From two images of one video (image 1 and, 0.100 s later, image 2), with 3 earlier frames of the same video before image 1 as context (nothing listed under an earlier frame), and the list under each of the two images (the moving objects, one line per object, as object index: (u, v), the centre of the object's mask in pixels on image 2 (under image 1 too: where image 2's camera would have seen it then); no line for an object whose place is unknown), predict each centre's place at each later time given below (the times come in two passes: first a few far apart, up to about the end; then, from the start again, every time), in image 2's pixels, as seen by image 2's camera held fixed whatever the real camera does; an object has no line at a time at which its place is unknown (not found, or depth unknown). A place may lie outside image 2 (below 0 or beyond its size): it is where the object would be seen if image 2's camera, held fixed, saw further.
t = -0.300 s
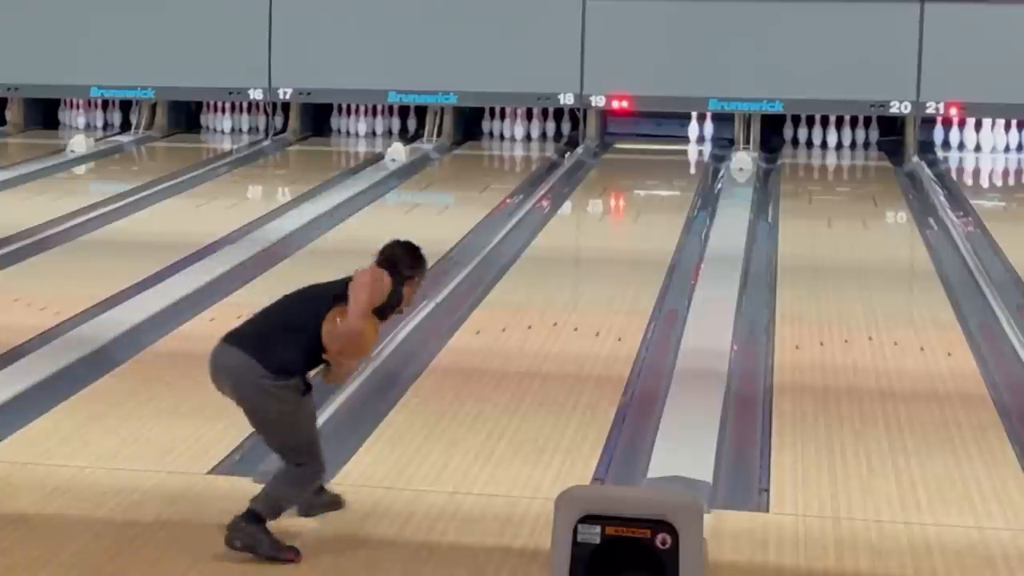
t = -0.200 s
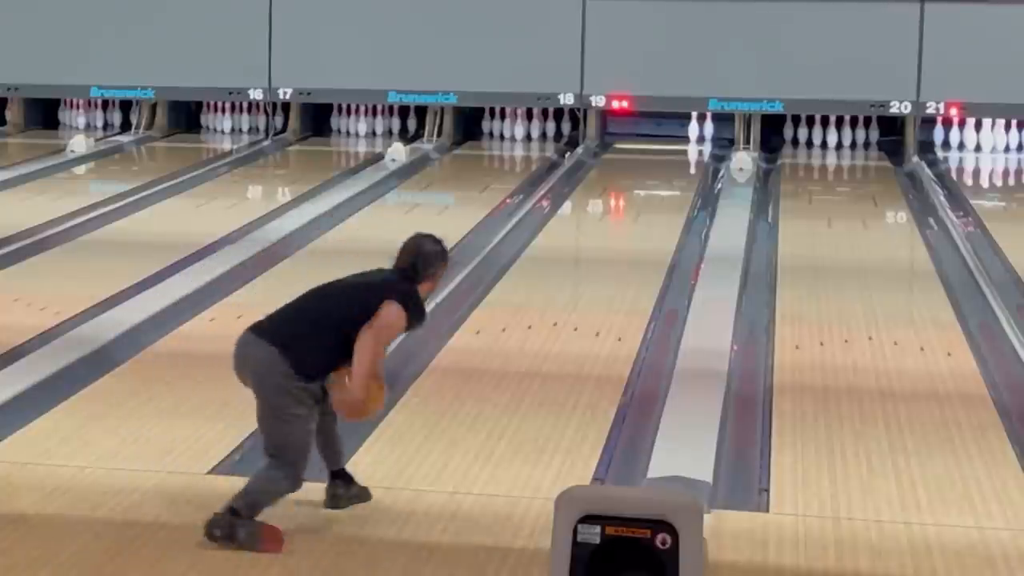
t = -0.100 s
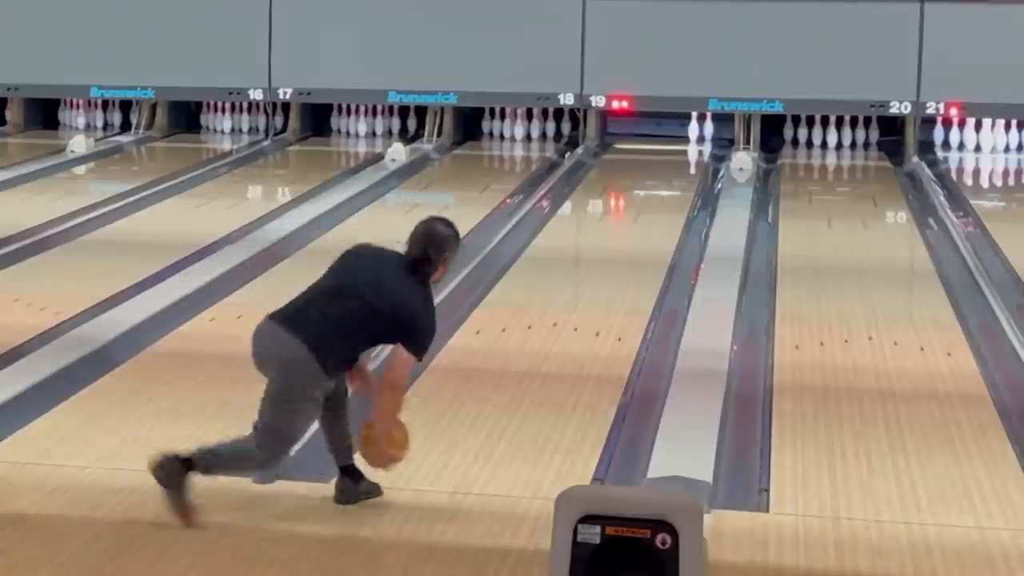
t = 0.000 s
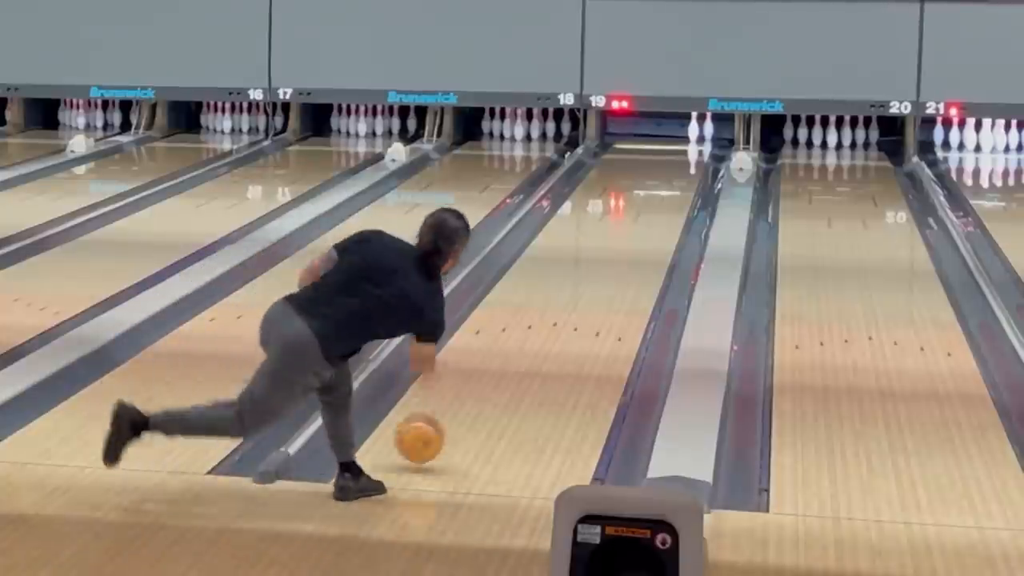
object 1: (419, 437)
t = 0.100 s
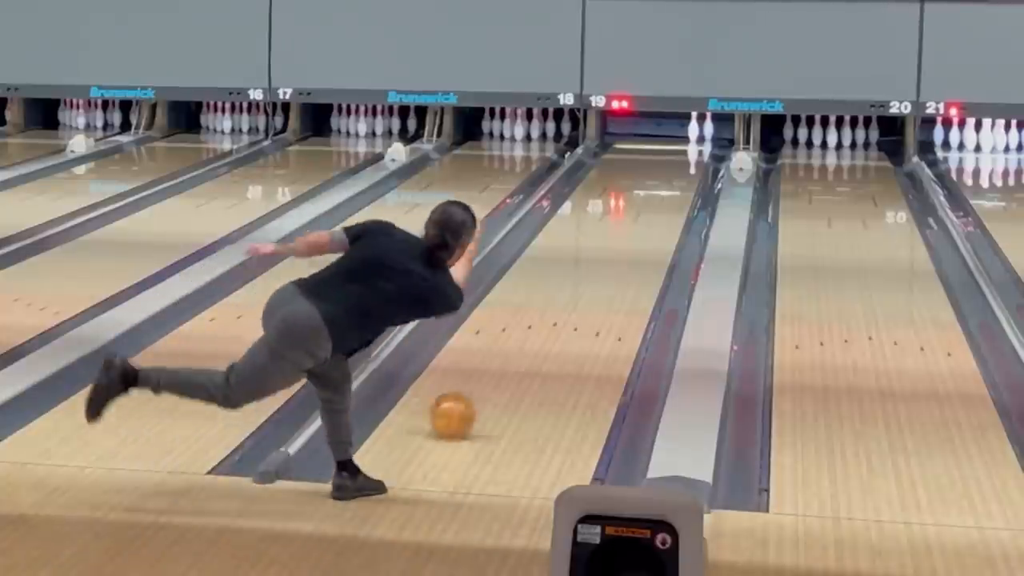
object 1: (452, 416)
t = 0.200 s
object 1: (482, 387)
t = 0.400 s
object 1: (531, 340)
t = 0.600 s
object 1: (571, 301)
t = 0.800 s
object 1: (603, 270)
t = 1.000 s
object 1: (629, 244)
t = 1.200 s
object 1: (650, 222)
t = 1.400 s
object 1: (669, 203)
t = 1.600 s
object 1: (682, 186)
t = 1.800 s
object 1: (692, 170)
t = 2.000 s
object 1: (697, 158)
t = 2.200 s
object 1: (698, 148)
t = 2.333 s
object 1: (697, 140)
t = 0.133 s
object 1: (463, 407)
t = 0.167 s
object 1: (473, 397)
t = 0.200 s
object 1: (482, 387)
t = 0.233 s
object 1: (491, 379)
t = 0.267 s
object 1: (500, 371)
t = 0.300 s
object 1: (508, 363)
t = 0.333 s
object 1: (515, 355)
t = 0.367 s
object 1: (523, 347)
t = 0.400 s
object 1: (531, 340)
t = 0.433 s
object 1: (539, 333)
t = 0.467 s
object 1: (545, 325)
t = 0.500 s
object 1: (553, 320)
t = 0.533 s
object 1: (560, 314)
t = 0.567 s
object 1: (565, 307)
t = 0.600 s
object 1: (571, 301)
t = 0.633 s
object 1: (577, 295)
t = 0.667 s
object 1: (583, 290)
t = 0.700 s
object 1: (588, 284)
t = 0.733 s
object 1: (592, 279)
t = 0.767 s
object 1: (598, 275)
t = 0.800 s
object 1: (603, 270)
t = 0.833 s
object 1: (608, 265)
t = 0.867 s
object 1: (612, 261)
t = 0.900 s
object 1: (617, 256)
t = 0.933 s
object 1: (621, 252)
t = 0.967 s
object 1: (625, 248)
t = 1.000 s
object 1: (629, 244)
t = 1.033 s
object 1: (633, 240)
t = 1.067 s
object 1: (637, 237)
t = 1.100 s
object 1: (641, 233)
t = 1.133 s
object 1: (644, 229)
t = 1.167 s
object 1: (647, 225)
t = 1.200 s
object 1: (650, 222)
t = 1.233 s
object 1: (654, 218)
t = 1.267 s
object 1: (657, 216)
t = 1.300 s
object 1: (660, 212)
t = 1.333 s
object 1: (664, 209)
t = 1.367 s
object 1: (666, 205)
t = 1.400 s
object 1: (669, 203)
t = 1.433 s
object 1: (672, 200)
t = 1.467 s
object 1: (674, 197)
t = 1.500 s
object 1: (677, 194)
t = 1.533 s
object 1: (679, 191)
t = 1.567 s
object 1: (681, 189)
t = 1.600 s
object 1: (682, 186)
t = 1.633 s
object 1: (685, 184)
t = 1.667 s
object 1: (687, 182)
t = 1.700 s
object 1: (688, 178)
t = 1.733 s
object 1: (689, 175)
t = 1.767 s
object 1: (690, 173)
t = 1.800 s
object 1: (692, 170)
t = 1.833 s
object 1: (692, 169)
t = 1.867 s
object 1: (694, 165)
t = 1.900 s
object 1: (695, 164)
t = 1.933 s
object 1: (696, 161)
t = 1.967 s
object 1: (697, 160)
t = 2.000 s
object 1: (697, 158)
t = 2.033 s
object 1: (698, 156)
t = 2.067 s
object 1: (697, 154)
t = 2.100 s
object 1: (698, 153)
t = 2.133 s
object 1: (698, 152)
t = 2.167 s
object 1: (699, 149)
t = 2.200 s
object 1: (698, 148)
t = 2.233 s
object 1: (698, 146)
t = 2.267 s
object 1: (698, 144)
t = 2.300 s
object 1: (697, 142)
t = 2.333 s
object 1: (697, 140)
